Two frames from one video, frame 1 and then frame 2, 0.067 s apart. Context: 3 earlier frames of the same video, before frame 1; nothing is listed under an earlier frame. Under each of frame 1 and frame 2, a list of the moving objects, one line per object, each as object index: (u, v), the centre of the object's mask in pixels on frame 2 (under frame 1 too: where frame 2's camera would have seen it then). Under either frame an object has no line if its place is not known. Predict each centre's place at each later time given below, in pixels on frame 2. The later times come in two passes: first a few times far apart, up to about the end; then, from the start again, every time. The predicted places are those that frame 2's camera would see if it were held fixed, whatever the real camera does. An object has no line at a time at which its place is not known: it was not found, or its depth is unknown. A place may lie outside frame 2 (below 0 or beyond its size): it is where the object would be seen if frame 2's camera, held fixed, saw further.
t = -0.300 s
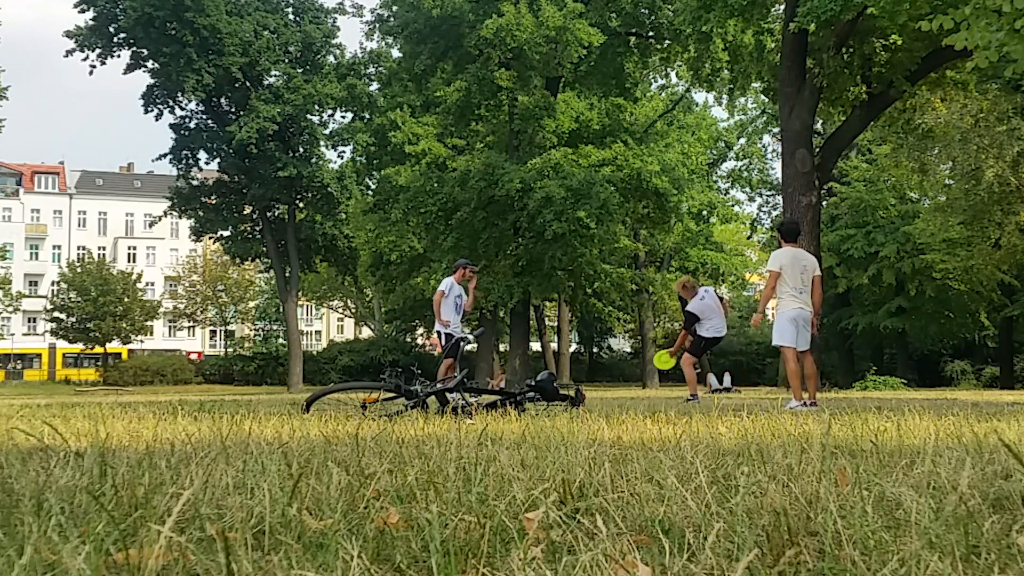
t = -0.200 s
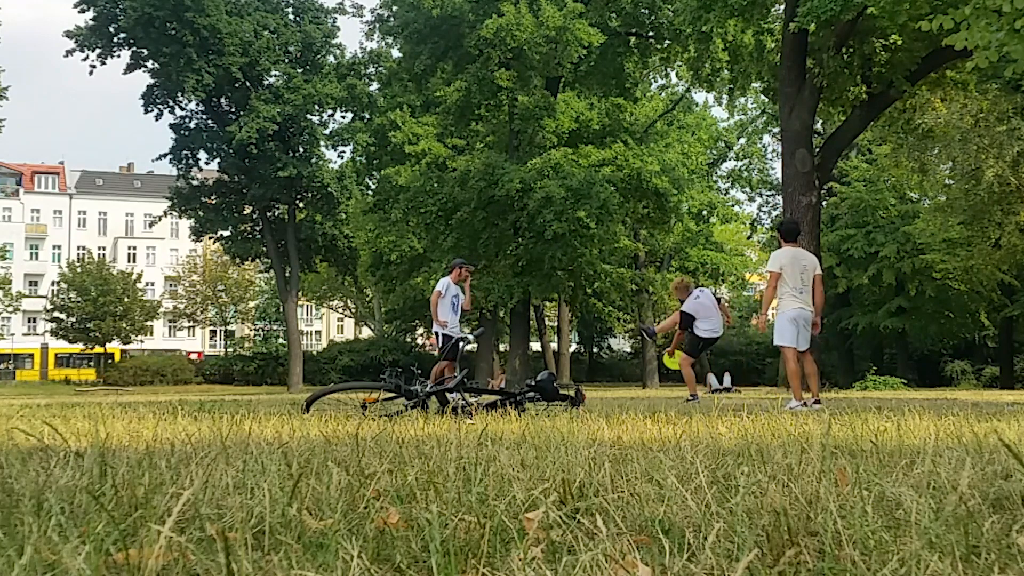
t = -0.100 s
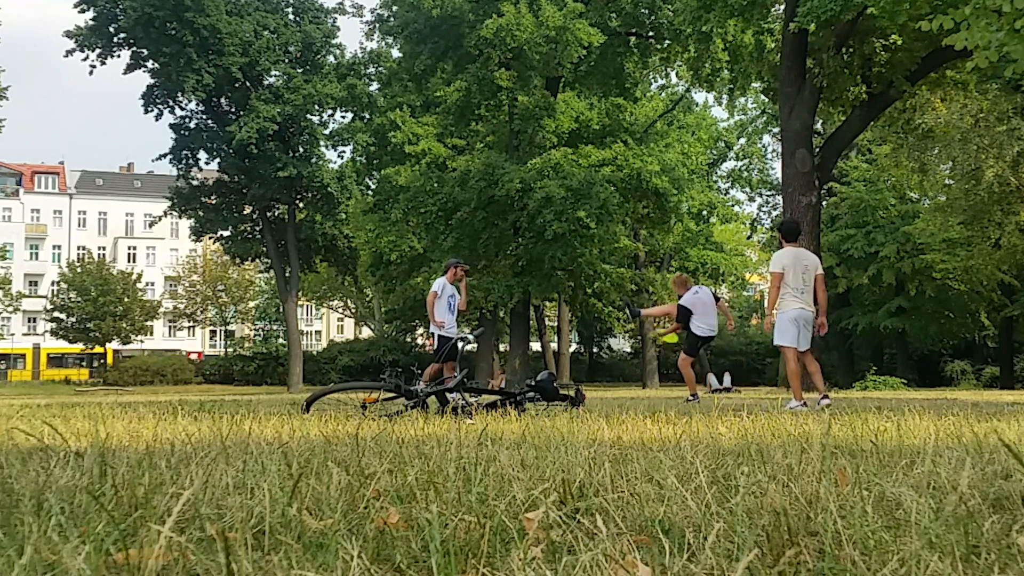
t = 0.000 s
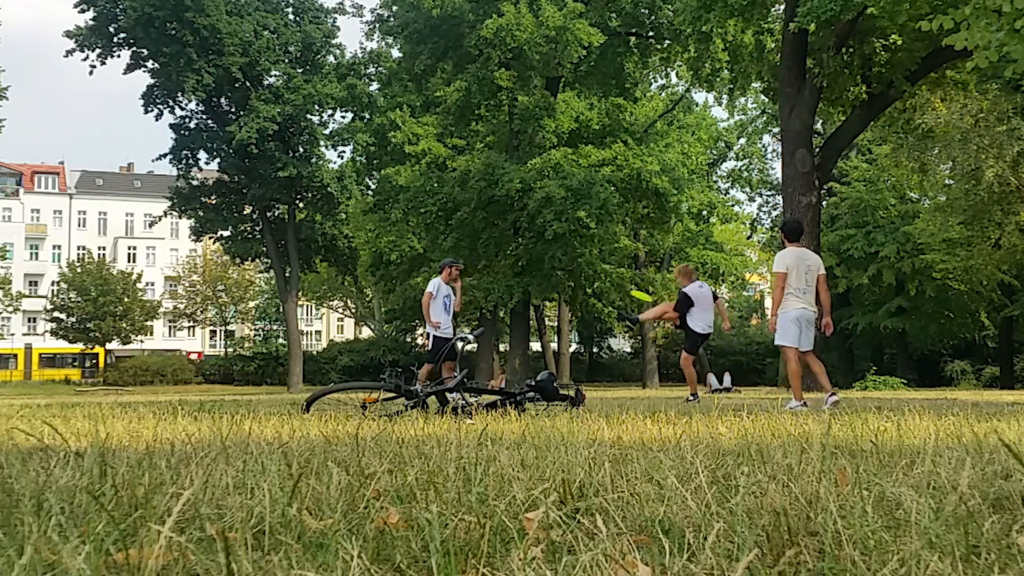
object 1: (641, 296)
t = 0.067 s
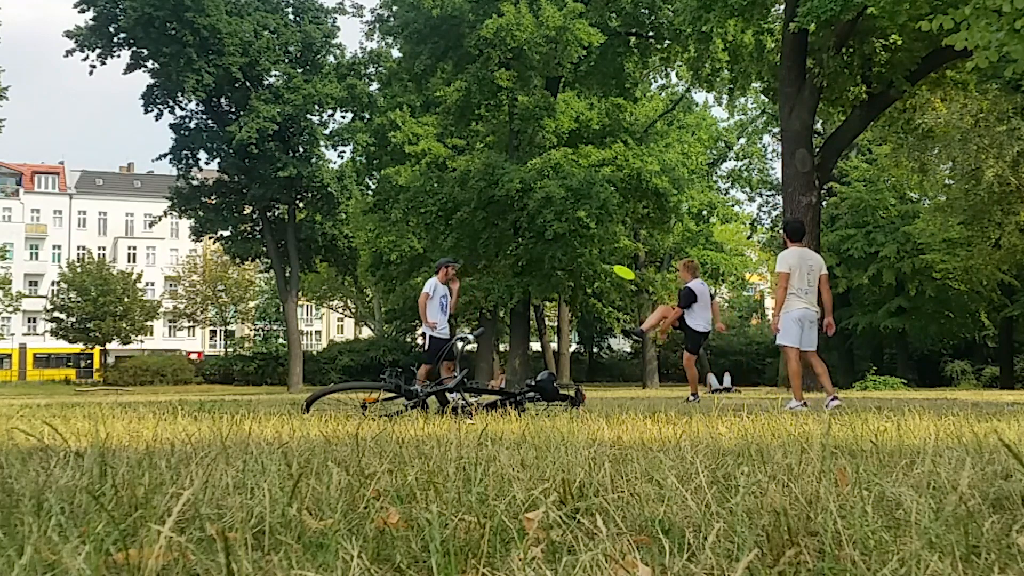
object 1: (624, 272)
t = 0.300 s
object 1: (562, 217)
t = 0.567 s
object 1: (495, 200)
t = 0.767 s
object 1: (450, 211)
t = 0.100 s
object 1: (615, 261)
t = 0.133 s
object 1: (606, 252)
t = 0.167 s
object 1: (597, 243)
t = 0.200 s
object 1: (589, 236)
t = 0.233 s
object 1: (580, 229)
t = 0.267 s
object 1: (571, 223)
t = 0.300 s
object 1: (562, 217)
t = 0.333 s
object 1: (553, 213)
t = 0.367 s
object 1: (545, 209)
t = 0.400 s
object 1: (536, 206)
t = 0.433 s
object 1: (528, 203)
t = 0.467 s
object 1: (519, 201)
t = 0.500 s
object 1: (511, 200)
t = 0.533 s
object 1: (503, 200)
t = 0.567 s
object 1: (495, 200)
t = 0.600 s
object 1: (487, 200)
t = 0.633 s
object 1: (479, 201)
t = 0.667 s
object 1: (471, 203)
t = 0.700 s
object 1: (464, 205)
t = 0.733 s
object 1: (457, 208)
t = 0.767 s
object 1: (450, 211)
